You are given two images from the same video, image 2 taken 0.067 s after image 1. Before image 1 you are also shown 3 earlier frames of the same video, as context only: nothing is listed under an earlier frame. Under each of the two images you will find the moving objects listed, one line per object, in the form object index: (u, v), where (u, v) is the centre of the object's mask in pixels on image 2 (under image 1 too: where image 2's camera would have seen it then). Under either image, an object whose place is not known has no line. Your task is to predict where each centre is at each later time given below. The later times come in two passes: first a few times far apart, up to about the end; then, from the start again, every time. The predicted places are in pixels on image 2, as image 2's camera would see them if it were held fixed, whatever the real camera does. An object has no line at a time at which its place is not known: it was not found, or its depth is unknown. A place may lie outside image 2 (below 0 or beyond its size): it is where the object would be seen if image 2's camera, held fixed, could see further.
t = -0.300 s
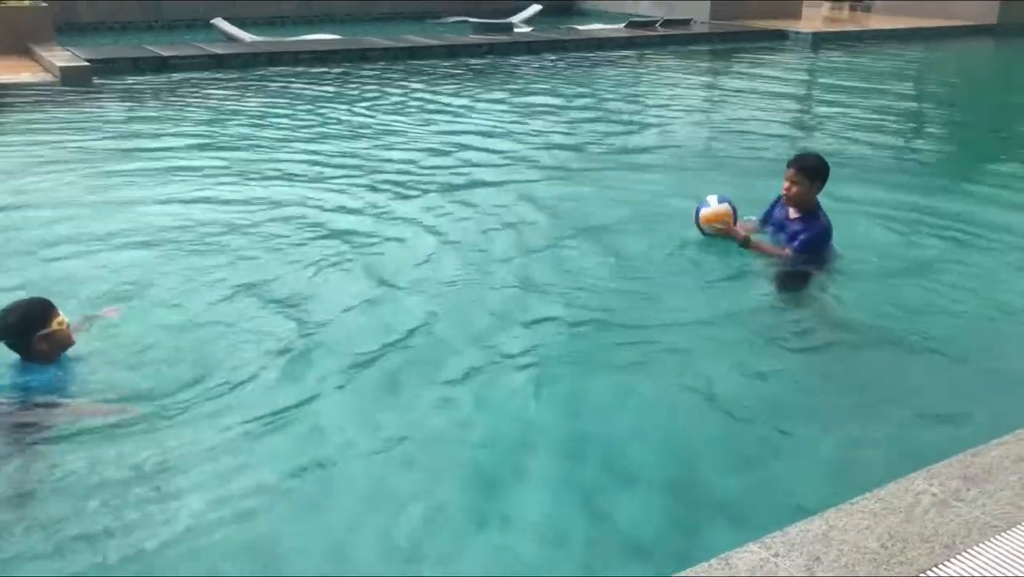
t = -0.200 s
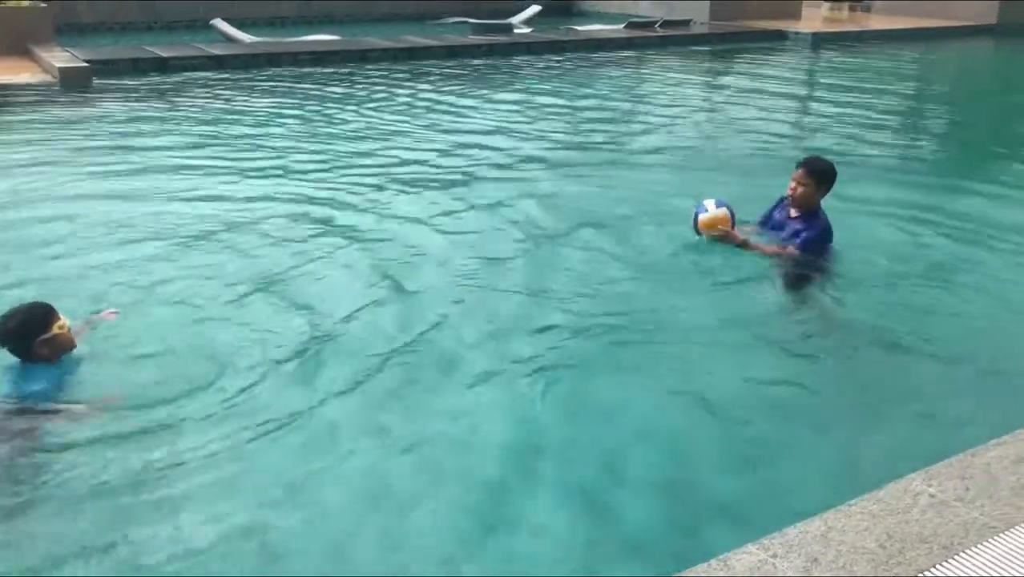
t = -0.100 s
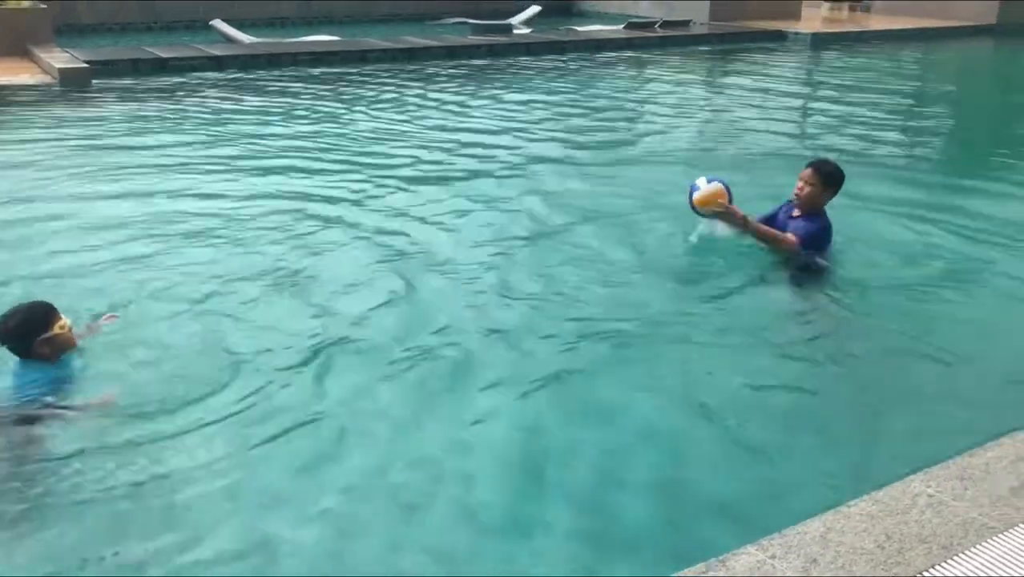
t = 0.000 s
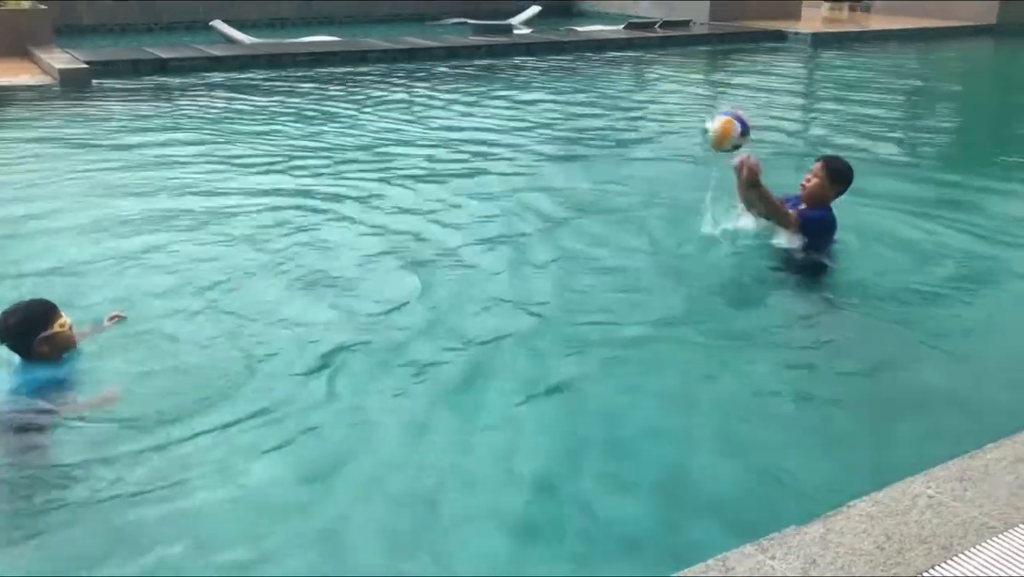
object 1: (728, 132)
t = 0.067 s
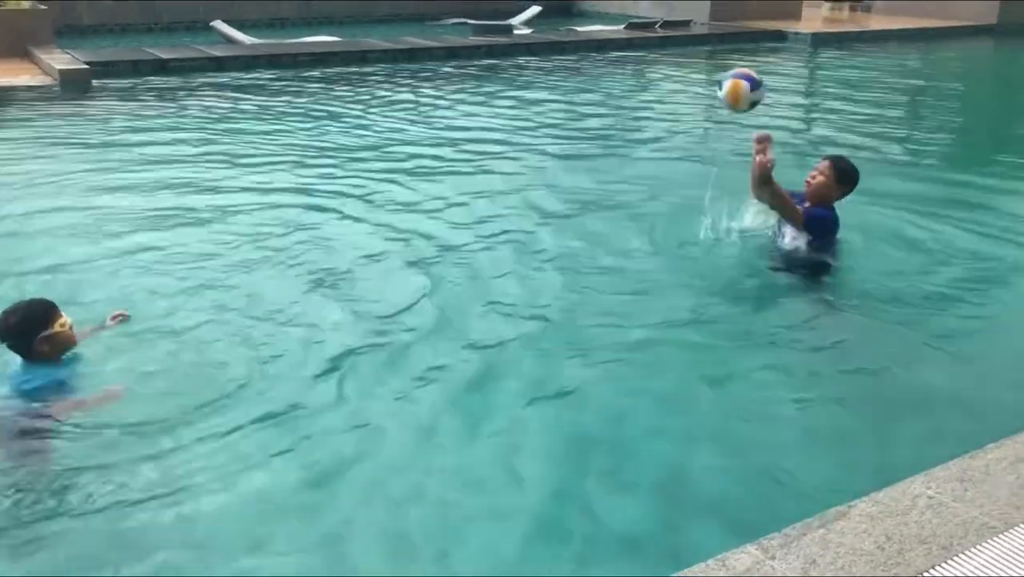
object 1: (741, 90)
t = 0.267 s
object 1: (775, 21)
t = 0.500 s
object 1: (805, 45)
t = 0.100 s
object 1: (747, 73)
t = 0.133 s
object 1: (754, 57)
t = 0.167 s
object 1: (759, 44)
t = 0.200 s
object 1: (764, 34)
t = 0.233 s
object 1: (770, 27)
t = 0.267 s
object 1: (775, 21)
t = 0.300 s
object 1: (780, 20)
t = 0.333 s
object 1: (785, 19)
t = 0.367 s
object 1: (789, 18)
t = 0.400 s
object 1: (793, 21)
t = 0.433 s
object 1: (798, 26)
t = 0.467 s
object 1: (802, 34)
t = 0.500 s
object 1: (805, 45)
